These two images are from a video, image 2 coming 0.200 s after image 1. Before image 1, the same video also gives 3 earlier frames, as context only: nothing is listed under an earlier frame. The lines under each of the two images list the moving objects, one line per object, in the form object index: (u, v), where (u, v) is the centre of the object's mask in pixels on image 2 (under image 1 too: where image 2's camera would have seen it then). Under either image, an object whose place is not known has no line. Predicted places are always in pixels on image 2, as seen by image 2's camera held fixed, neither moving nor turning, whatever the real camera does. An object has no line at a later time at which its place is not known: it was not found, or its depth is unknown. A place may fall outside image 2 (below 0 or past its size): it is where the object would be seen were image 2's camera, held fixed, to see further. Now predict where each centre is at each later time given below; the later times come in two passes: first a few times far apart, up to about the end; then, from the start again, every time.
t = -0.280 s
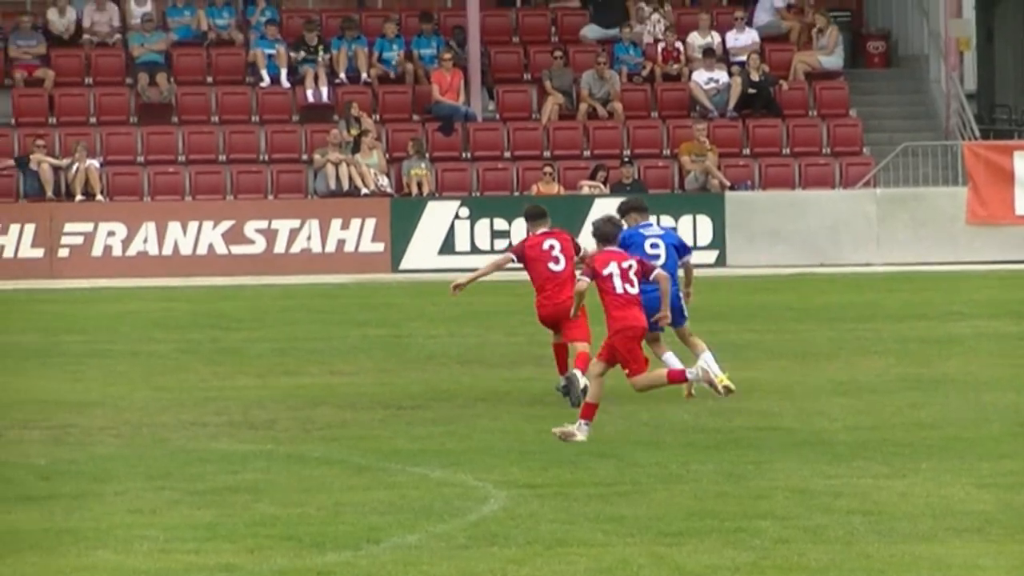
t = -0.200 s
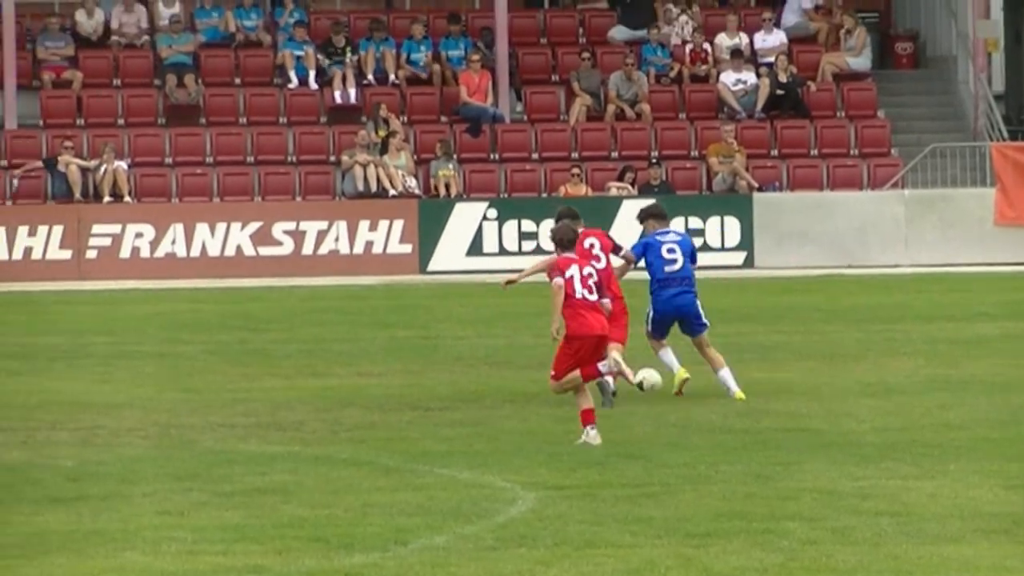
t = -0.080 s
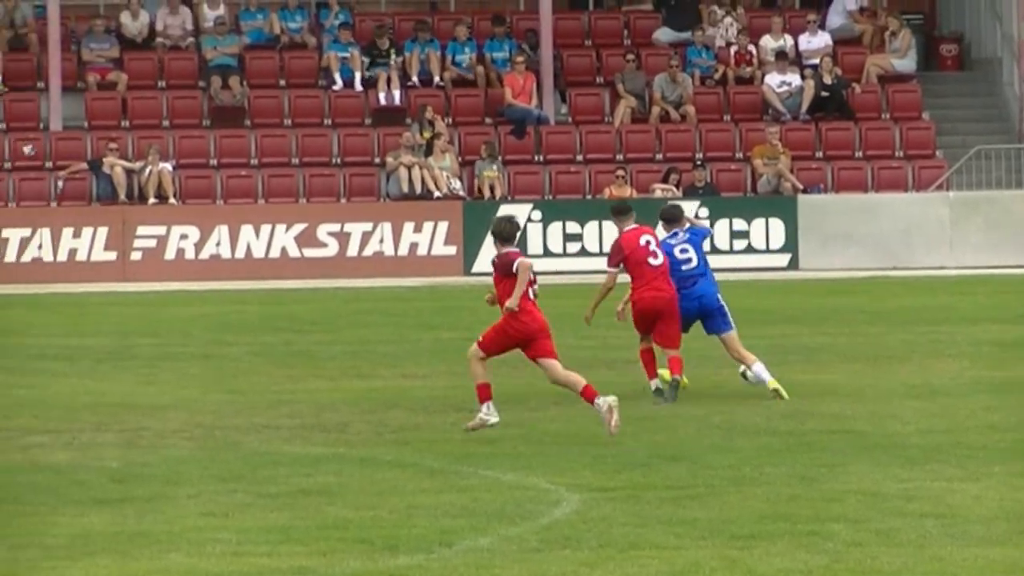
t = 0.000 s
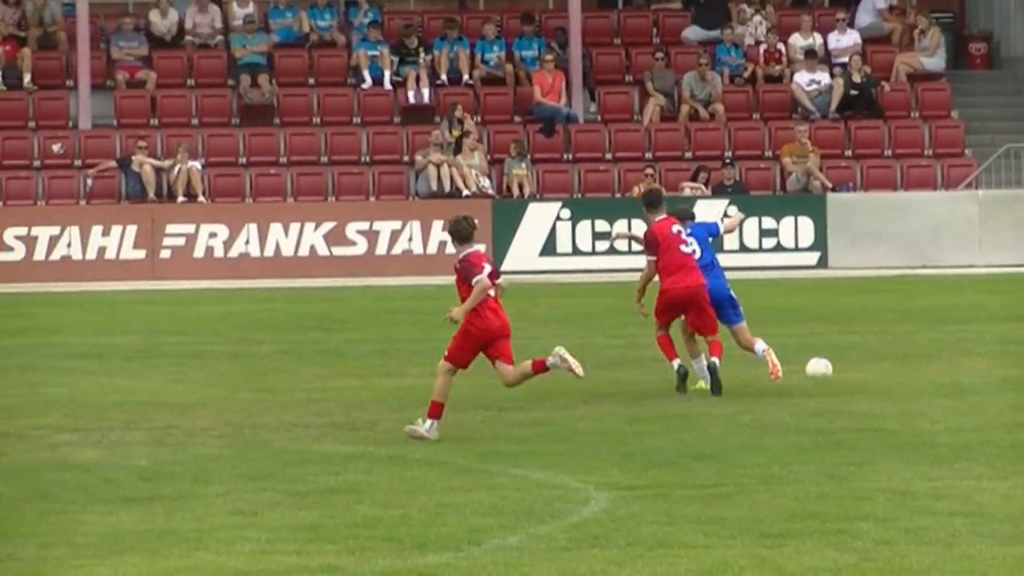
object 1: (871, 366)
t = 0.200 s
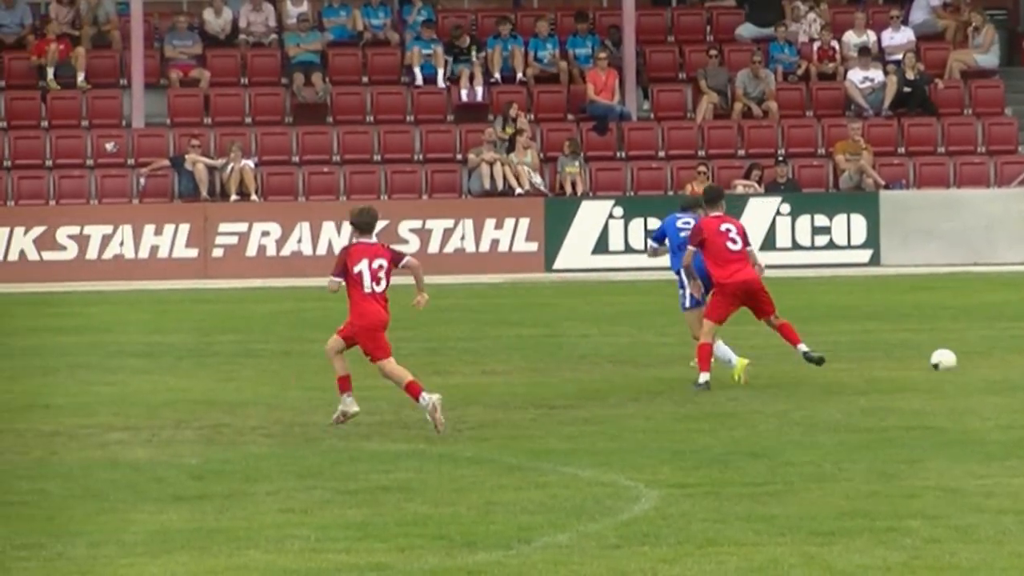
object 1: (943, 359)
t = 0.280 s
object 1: (966, 350)
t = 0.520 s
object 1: (1034, 342)
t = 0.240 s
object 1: (954, 354)
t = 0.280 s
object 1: (966, 350)
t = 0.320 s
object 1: (977, 347)
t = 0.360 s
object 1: (988, 347)
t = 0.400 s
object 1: (1000, 349)
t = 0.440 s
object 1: (1011, 348)
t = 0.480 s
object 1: (1023, 345)
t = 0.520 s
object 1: (1034, 342)
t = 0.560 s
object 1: (1046, 342)
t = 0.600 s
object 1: (1056, 342)
